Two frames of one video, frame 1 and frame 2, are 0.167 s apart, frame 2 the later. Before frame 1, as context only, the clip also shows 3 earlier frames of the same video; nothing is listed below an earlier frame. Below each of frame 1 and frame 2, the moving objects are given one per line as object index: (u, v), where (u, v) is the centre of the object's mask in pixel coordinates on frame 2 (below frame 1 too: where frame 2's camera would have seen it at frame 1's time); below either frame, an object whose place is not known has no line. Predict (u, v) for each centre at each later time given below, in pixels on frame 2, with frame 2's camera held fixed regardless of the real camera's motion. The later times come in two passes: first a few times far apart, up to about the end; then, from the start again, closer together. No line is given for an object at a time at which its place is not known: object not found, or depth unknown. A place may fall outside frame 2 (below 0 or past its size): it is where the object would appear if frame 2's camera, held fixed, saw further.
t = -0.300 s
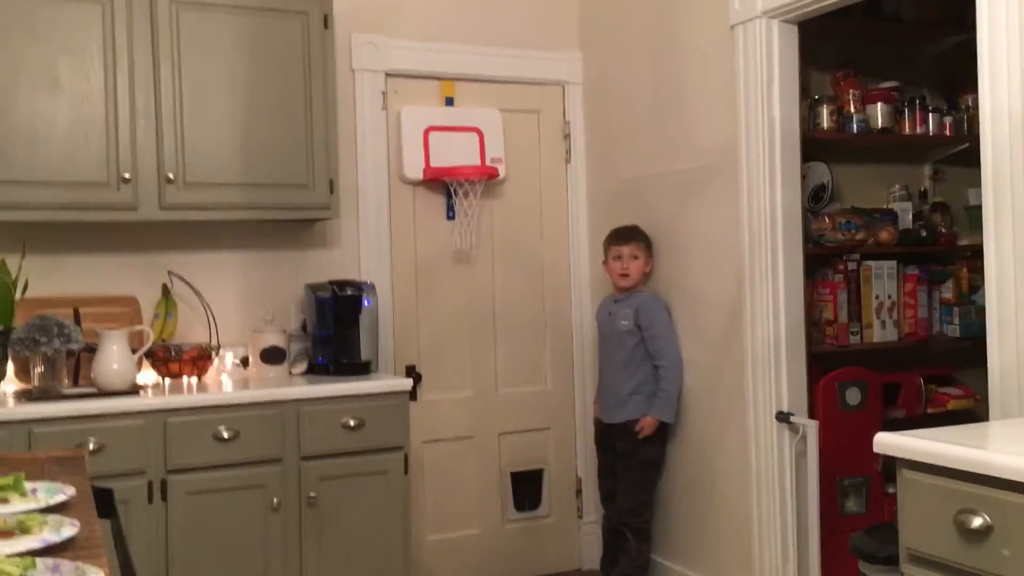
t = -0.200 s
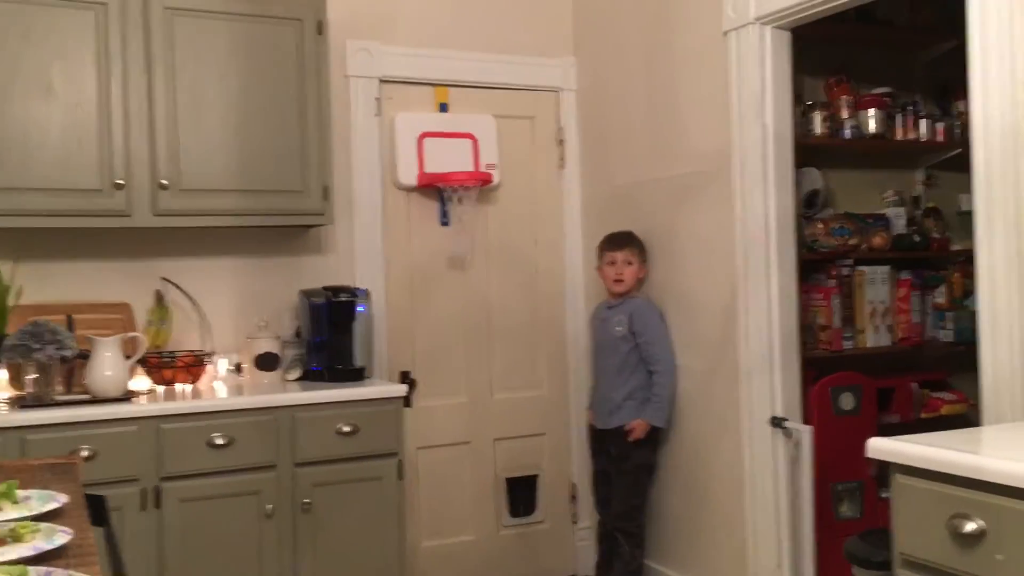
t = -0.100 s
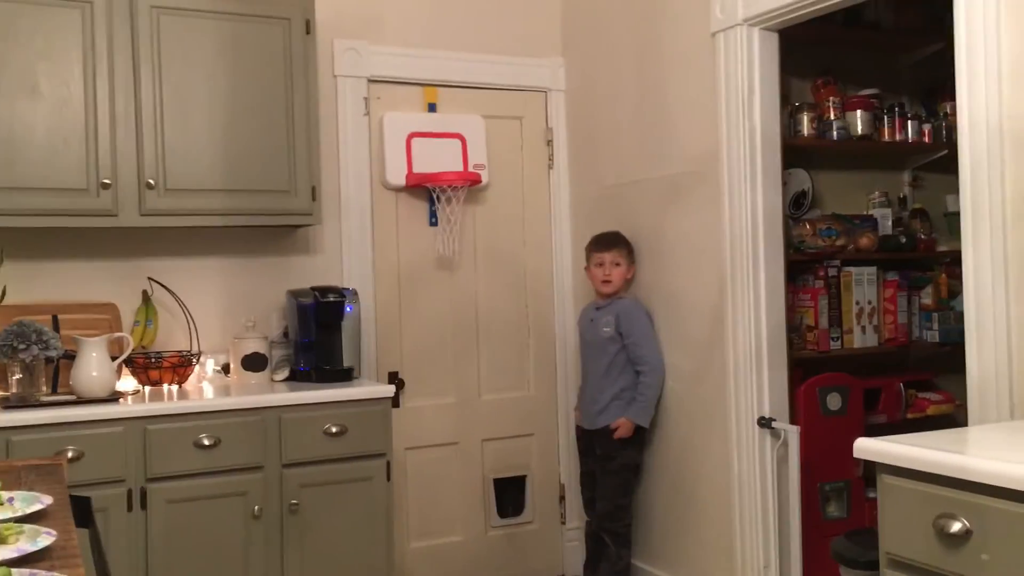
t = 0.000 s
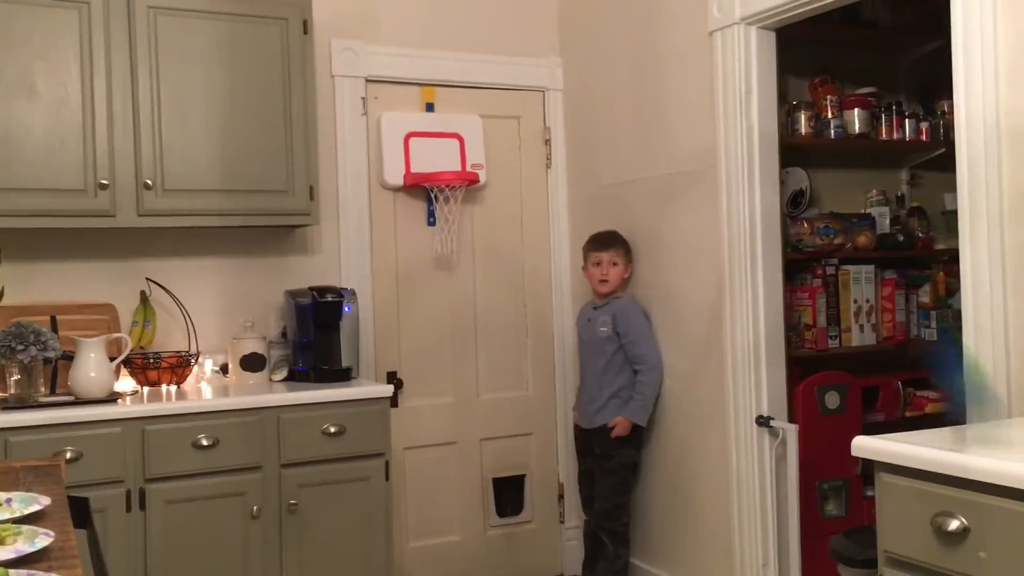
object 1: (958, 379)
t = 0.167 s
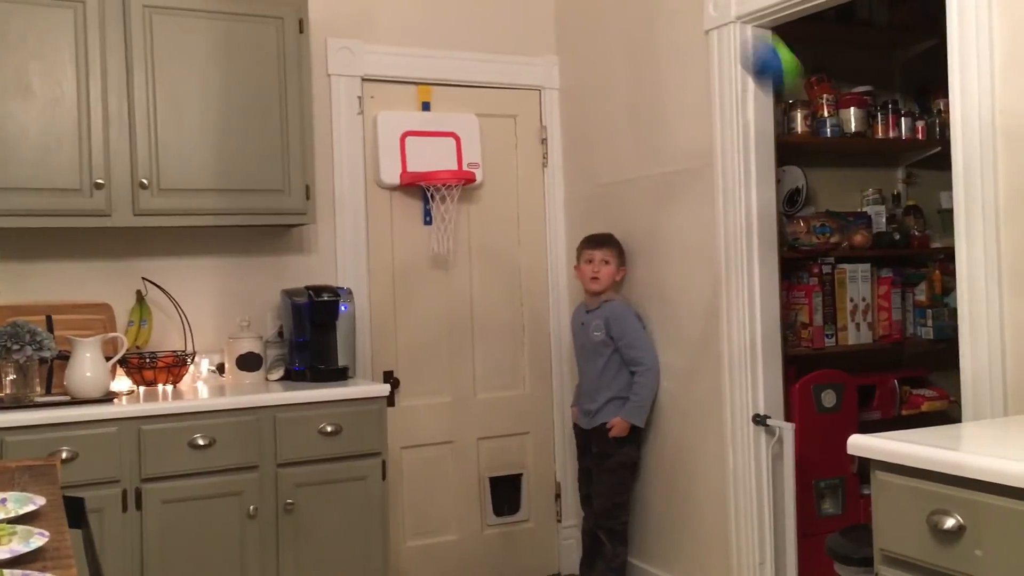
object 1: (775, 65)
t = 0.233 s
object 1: (714, 9)
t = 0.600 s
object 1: (519, 16)
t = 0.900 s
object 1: (441, 146)
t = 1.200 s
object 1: (414, 215)
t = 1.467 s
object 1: (395, 550)
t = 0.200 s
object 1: (738, 24)
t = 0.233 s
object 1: (714, 9)
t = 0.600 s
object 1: (519, 16)
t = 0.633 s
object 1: (507, 32)
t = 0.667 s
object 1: (497, 54)
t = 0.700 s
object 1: (487, 78)
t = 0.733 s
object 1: (478, 107)
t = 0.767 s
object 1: (469, 137)
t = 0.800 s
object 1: (460, 162)
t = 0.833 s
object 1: (447, 162)
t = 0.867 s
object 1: (444, 153)
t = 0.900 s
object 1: (441, 146)
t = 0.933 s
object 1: (437, 141)
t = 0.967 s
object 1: (434, 139)
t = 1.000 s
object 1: (431, 140)
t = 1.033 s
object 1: (428, 144)
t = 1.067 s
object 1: (424, 151)
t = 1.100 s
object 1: (422, 162)
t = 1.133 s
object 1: (418, 176)
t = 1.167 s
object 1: (415, 195)
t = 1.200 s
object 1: (414, 215)
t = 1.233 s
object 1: (410, 241)
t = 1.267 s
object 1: (407, 270)
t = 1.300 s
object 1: (404, 305)
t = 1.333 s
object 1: (402, 344)
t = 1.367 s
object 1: (404, 387)
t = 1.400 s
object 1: (400, 431)
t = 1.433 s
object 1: (397, 490)
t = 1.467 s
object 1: (395, 550)
